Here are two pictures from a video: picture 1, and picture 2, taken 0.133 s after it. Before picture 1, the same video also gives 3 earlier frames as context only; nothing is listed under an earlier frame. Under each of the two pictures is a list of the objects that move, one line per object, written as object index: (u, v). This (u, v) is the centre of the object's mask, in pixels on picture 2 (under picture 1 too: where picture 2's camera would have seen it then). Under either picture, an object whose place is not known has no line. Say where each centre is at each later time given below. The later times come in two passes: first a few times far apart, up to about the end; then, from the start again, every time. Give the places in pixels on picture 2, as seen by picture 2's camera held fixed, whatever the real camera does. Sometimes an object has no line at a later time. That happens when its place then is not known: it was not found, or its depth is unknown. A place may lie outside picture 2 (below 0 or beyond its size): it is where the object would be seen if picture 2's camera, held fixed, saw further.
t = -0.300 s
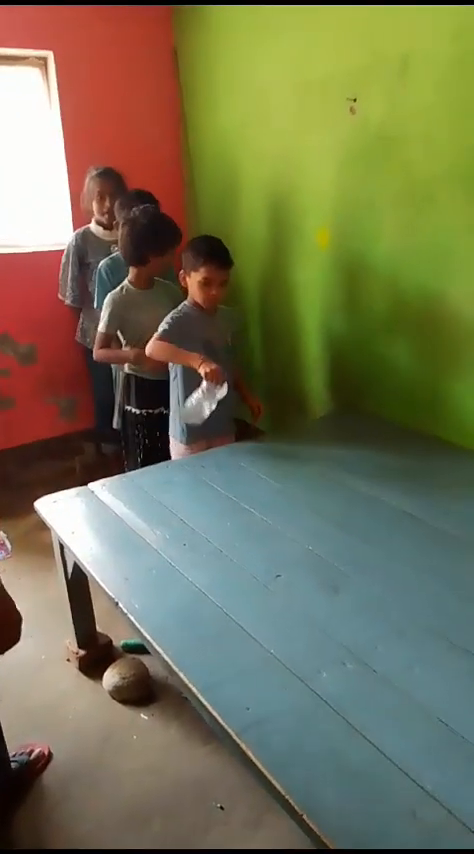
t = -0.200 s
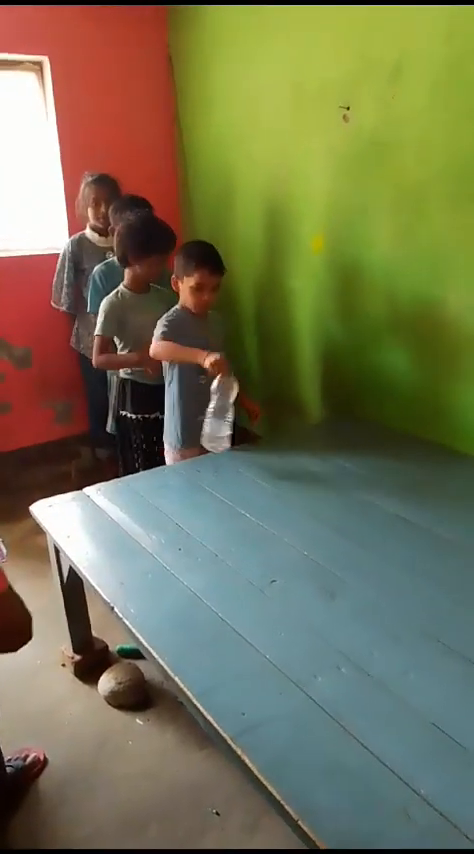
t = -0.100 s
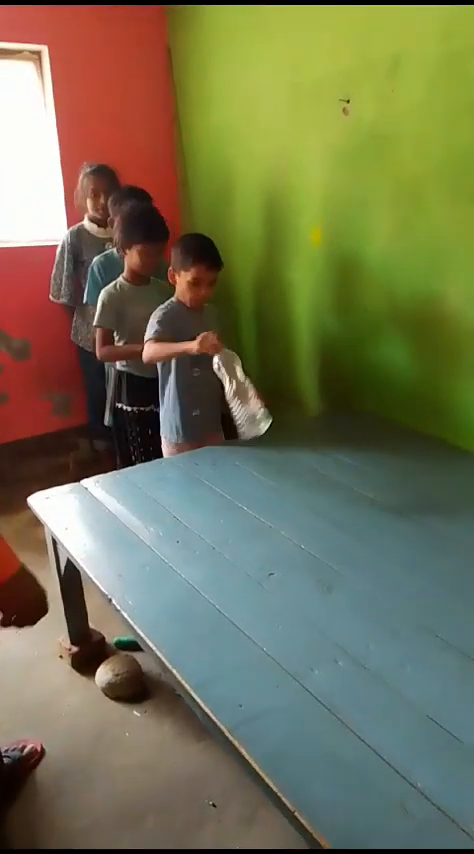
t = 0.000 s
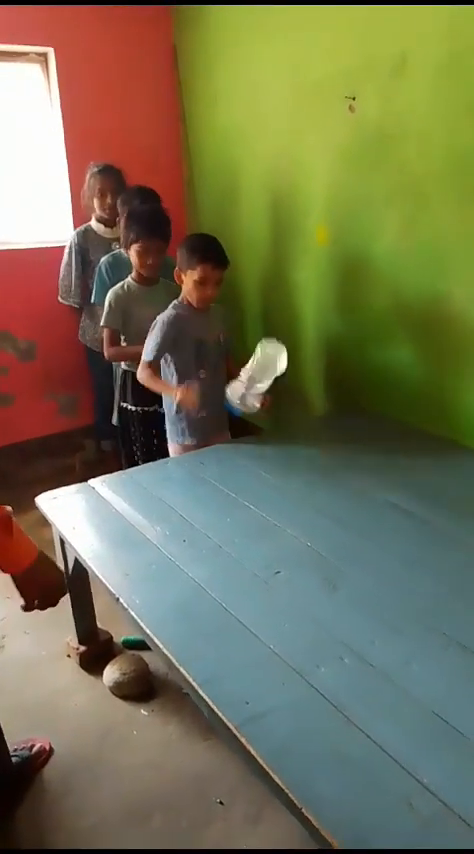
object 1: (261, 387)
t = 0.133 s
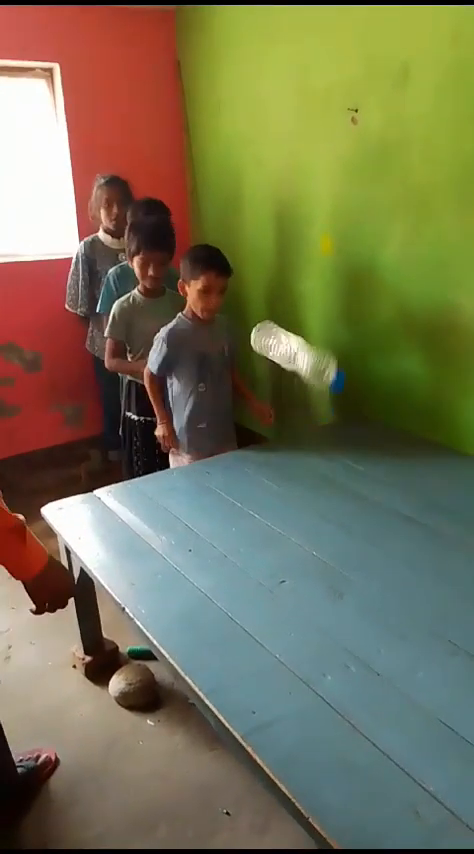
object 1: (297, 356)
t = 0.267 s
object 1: (286, 361)
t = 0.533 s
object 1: (263, 501)
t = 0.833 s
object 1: (250, 518)
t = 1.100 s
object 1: (244, 520)
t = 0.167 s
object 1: (297, 346)
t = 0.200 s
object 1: (294, 342)
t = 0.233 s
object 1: (290, 348)
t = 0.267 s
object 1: (286, 361)
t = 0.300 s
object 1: (283, 380)
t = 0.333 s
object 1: (281, 405)
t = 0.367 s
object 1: (279, 435)
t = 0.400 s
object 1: (279, 469)
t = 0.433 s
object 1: (275, 488)
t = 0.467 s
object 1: (269, 488)
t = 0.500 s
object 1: (267, 494)
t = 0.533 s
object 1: (263, 501)
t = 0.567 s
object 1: (261, 511)
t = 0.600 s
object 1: (259, 512)
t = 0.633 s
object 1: (258, 514)
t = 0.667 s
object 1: (257, 515)
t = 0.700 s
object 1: (255, 515)
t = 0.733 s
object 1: (254, 516)
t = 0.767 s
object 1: (252, 517)
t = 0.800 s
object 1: (251, 517)
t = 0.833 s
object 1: (250, 518)
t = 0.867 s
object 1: (249, 518)
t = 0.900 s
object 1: (248, 519)
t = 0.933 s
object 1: (247, 519)
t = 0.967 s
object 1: (247, 519)
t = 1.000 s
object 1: (245, 519)
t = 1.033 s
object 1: (245, 520)
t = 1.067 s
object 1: (244, 520)
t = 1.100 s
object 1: (244, 520)
